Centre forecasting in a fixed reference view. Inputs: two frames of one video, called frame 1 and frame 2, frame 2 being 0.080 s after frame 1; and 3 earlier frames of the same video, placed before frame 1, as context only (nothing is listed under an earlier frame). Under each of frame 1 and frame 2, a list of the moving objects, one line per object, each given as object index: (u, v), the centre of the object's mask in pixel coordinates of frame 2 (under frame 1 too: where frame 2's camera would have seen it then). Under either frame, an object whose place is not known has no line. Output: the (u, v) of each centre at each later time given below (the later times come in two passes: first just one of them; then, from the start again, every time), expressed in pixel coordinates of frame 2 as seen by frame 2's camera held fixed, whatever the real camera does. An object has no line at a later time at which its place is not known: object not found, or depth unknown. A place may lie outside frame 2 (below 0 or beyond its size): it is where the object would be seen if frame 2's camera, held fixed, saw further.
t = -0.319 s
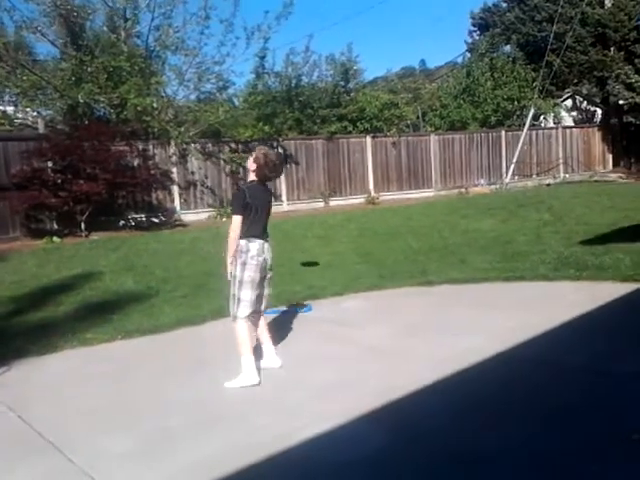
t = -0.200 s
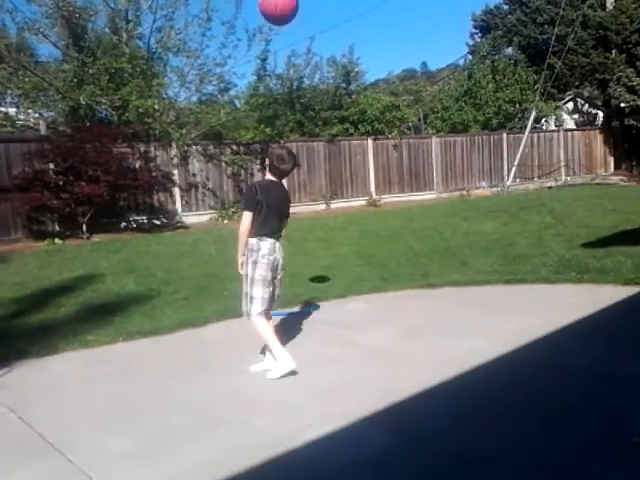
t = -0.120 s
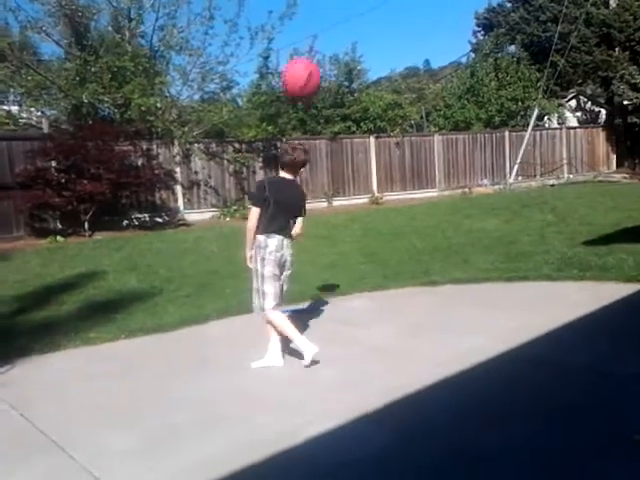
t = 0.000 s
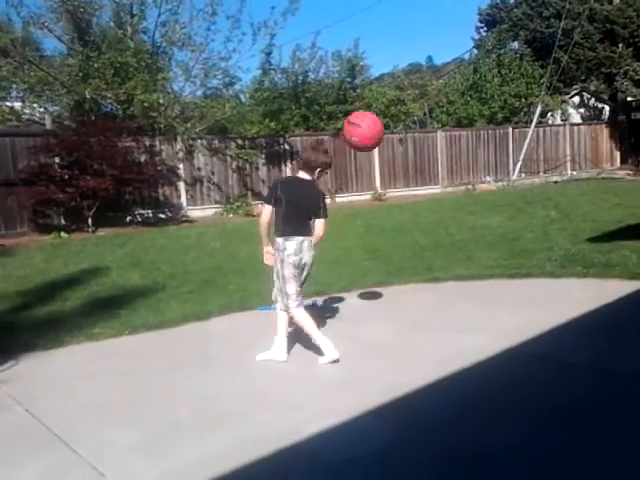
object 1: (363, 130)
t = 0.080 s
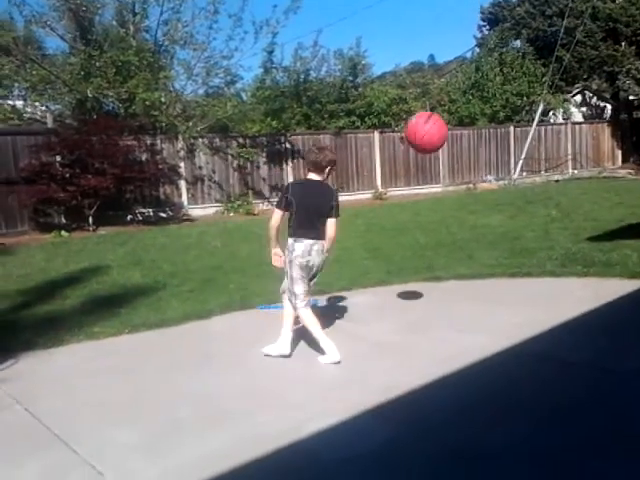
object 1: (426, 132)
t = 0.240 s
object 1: (560, 172)
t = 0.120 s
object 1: (459, 138)
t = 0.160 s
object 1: (491, 146)
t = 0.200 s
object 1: (526, 157)
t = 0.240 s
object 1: (560, 172)
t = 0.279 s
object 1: (596, 190)
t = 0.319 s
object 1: (630, 210)
